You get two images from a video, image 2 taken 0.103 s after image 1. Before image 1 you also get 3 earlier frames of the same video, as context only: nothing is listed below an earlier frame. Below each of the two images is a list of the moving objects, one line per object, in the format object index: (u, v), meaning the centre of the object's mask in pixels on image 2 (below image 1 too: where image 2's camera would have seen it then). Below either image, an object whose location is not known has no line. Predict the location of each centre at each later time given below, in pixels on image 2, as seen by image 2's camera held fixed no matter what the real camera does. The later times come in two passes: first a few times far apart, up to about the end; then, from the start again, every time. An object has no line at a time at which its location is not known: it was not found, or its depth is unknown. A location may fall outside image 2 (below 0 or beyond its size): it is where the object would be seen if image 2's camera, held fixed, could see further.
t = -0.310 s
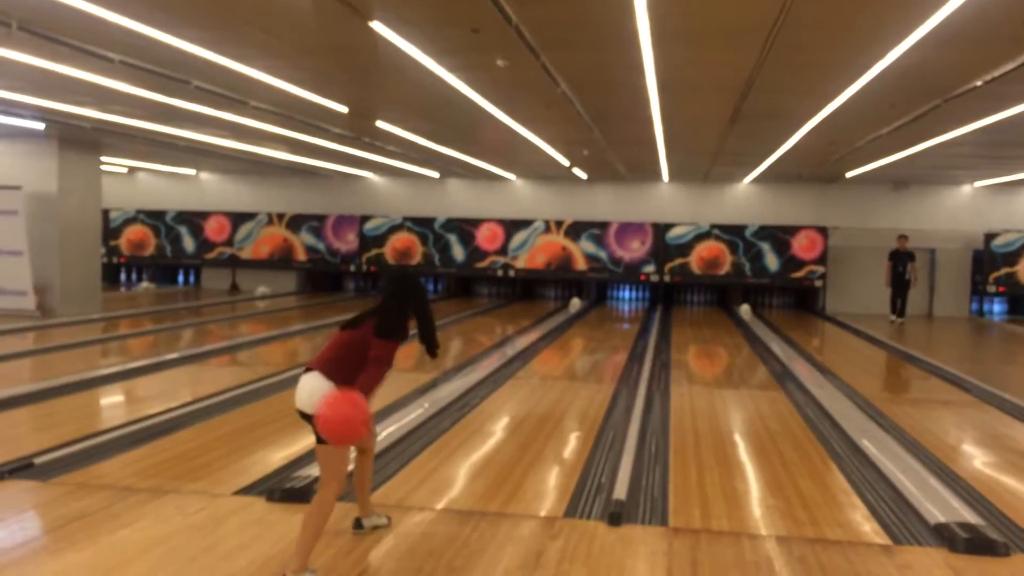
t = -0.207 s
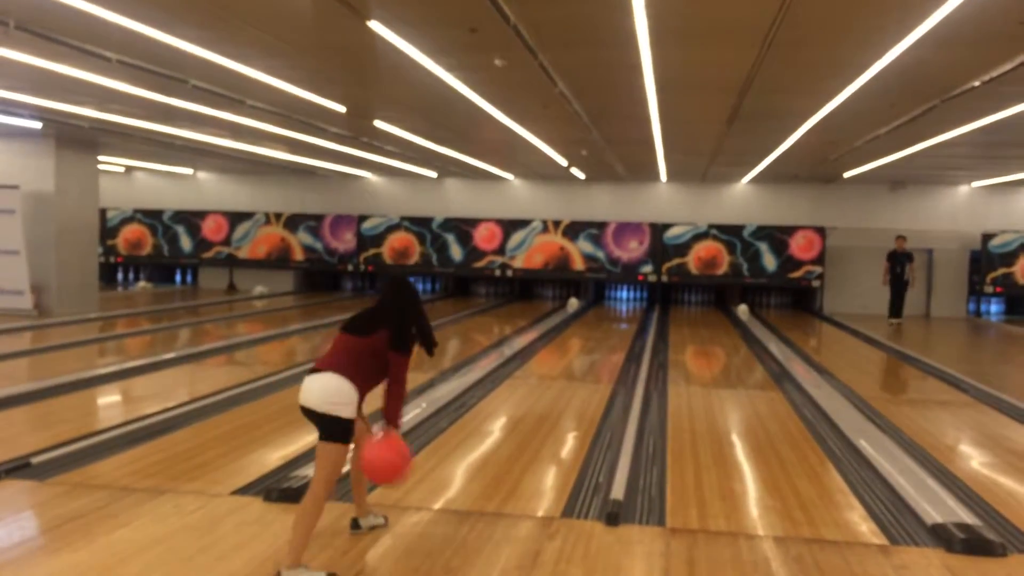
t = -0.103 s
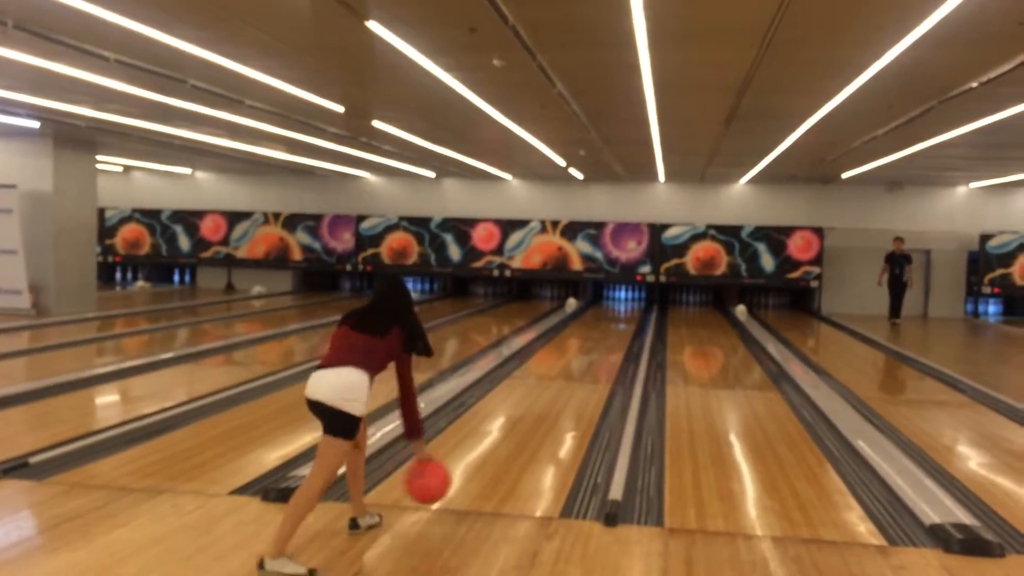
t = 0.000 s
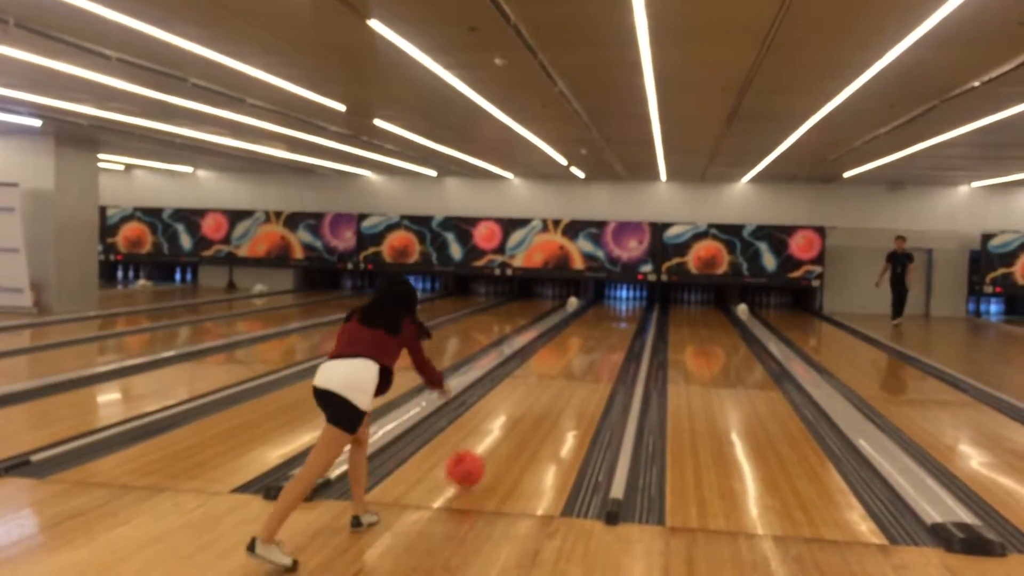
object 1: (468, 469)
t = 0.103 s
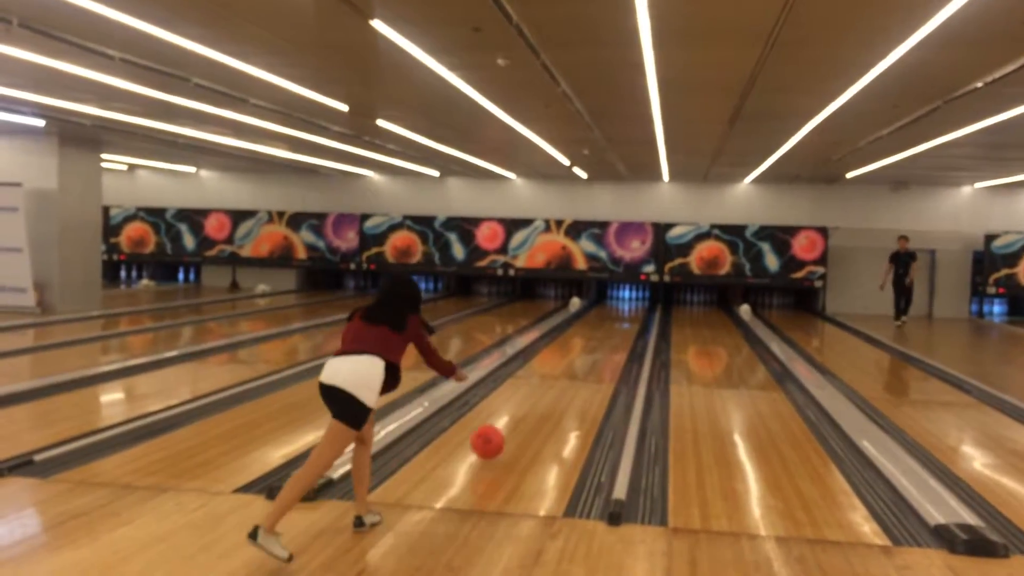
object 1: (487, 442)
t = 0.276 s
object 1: (514, 420)
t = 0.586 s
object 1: (545, 384)
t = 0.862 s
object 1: (564, 363)
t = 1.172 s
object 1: (581, 343)
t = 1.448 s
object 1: (590, 333)
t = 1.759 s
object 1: (597, 322)
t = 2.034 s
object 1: (604, 315)
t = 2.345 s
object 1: (609, 309)
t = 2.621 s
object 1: (612, 304)
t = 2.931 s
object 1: (616, 300)
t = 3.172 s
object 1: (618, 298)
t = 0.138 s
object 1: (494, 437)
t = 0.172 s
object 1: (499, 435)
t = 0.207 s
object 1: (505, 430)
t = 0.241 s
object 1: (509, 424)
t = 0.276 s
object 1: (514, 420)
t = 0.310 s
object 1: (518, 415)
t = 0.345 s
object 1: (522, 411)
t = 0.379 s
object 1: (526, 406)
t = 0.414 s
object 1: (529, 402)
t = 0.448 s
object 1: (533, 398)
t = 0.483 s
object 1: (536, 394)
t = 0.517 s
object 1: (539, 390)
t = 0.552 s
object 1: (543, 387)
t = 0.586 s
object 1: (545, 384)
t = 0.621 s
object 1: (548, 381)
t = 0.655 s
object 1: (550, 378)
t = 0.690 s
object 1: (553, 375)
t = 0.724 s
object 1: (555, 373)
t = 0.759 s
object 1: (557, 370)
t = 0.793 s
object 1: (560, 367)
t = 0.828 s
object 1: (562, 365)
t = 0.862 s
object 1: (564, 363)
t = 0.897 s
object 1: (566, 361)
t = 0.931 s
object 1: (568, 359)
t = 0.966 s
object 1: (569, 356)
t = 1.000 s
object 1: (573, 353)
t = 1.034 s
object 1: (575, 351)
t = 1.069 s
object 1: (576, 348)
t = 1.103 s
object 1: (577, 347)
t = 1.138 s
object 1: (578, 345)
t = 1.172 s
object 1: (581, 343)
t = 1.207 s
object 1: (582, 342)
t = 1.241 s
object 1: (583, 341)
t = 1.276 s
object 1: (584, 340)
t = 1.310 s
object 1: (586, 337)
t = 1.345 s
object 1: (587, 337)
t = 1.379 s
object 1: (588, 335)
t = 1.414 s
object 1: (589, 334)
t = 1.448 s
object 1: (590, 333)
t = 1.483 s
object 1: (590, 332)
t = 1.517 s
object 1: (591, 331)
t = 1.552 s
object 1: (592, 330)
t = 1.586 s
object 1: (593, 328)
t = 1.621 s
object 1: (594, 327)
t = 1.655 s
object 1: (595, 326)
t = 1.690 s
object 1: (596, 325)
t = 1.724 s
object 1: (596, 324)
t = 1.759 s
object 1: (597, 322)
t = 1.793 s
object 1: (598, 322)
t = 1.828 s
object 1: (599, 321)
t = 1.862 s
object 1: (600, 320)
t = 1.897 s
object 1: (600, 319)
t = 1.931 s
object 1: (601, 318)
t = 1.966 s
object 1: (602, 317)
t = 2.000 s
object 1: (603, 316)
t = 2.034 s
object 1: (604, 315)
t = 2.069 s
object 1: (604, 314)
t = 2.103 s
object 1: (605, 313)
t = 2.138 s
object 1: (605, 314)
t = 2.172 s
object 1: (606, 312)
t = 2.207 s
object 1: (607, 312)
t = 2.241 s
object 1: (607, 311)
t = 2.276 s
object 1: (608, 310)
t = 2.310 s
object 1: (608, 310)
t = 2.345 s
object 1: (609, 309)
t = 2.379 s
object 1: (610, 308)
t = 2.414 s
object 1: (610, 308)
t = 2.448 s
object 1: (611, 307)
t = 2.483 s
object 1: (611, 306)
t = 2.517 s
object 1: (611, 306)
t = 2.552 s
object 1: (612, 305)
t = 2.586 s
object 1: (612, 304)
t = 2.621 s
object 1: (612, 304)
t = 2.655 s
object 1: (613, 304)
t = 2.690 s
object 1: (613, 304)
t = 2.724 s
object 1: (614, 303)
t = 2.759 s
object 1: (614, 303)
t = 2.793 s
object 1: (615, 302)
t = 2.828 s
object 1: (615, 302)
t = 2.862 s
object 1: (615, 301)
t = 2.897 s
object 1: (615, 301)
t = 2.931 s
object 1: (616, 300)
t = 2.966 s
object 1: (616, 300)
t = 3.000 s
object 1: (617, 300)
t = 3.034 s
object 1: (617, 300)
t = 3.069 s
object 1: (618, 299)
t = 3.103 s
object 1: (618, 299)
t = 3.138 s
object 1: (618, 298)
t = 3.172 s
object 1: (618, 298)
